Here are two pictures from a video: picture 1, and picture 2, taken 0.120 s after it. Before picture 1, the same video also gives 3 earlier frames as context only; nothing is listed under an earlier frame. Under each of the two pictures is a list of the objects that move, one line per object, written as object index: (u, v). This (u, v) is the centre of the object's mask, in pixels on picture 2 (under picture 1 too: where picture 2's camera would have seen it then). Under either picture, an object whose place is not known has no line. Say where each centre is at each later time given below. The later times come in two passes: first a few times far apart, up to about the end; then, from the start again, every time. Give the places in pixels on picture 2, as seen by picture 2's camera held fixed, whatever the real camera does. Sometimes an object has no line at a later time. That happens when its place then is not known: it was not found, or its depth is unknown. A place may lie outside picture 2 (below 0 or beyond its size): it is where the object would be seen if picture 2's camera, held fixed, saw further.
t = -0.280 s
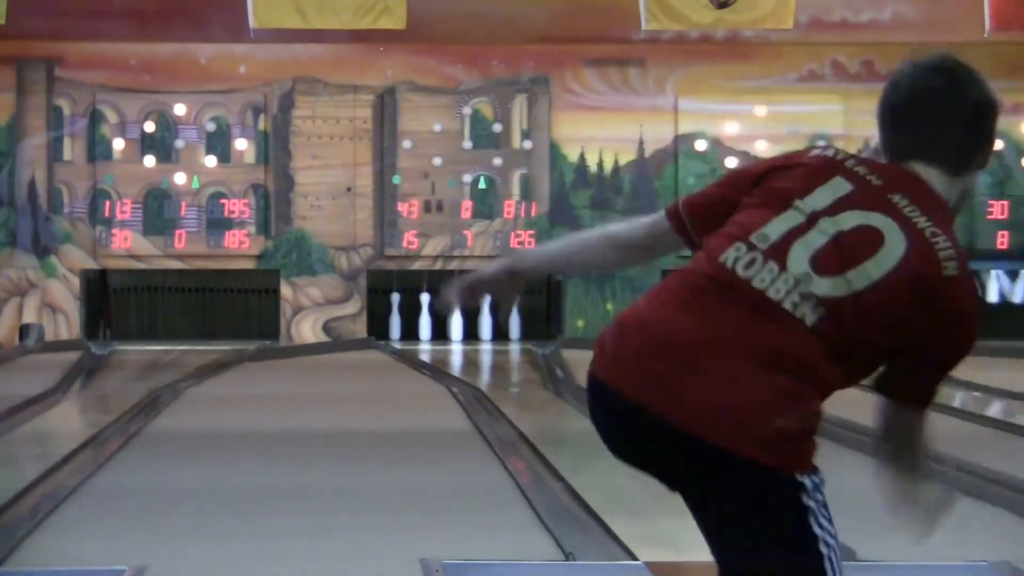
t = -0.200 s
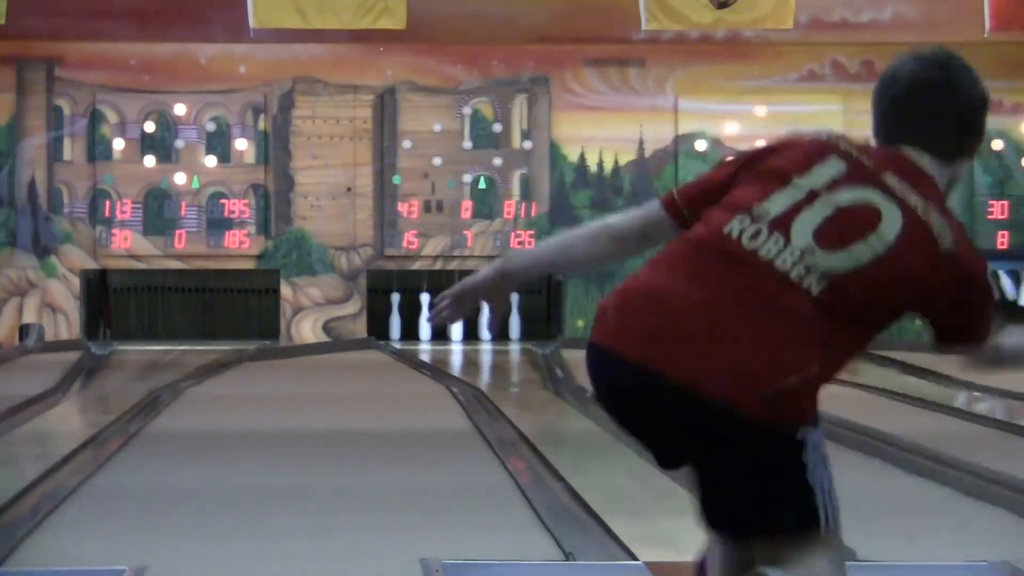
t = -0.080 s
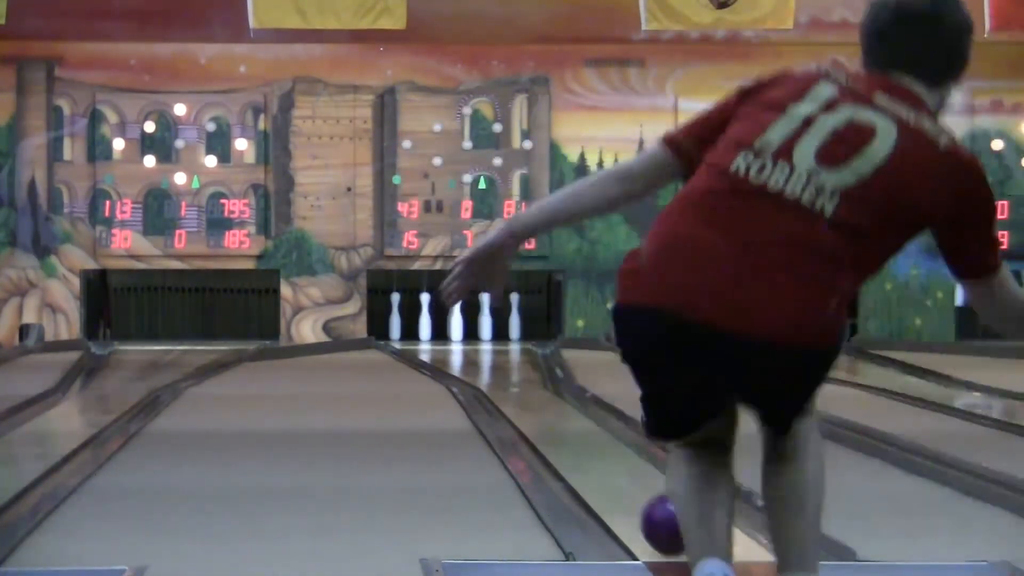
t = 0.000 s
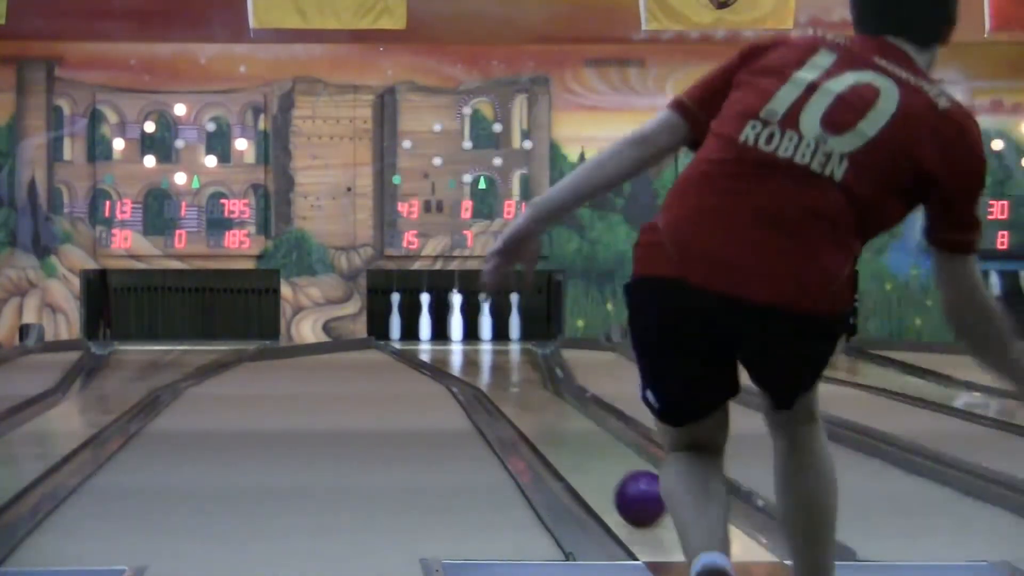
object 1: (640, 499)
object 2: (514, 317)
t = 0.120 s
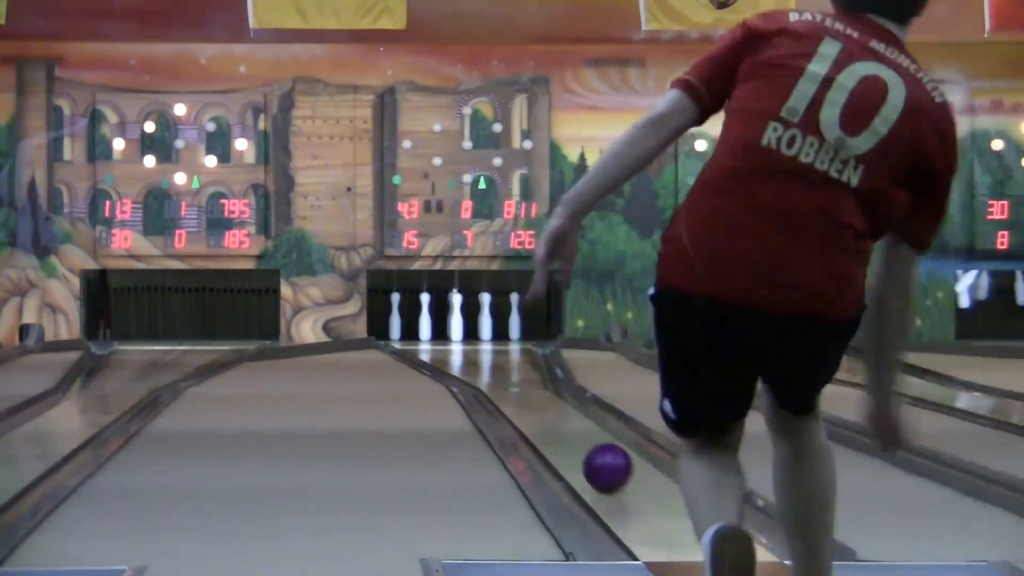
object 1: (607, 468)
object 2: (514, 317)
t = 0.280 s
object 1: (574, 438)
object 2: (514, 317)
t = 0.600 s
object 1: (531, 397)
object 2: (514, 317)
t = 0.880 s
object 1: (508, 374)
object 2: (515, 317)
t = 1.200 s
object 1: (490, 355)
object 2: (514, 317)
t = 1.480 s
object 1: (479, 344)
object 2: (514, 317)
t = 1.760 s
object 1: (469, 335)
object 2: (514, 317)
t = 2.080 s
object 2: (540, 326)
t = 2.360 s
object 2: (534, 330)
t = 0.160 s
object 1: (598, 460)
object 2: (514, 317)
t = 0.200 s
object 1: (589, 452)
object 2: (514, 317)
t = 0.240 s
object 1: (581, 445)
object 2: (514, 317)
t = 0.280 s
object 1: (574, 438)
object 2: (514, 317)
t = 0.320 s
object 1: (567, 431)
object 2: (514, 317)
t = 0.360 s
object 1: (561, 426)
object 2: (514, 317)
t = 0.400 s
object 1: (555, 420)
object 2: (514, 317)
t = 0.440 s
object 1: (549, 415)
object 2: (514, 317)
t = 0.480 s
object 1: (544, 410)
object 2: (515, 317)
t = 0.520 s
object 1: (539, 406)
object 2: (515, 317)
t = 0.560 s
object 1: (535, 401)
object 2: (514, 317)
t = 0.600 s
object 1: (531, 397)
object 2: (514, 317)
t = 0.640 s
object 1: (527, 393)
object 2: (514, 317)
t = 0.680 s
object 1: (523, 389)
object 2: (514, 317)
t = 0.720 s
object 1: (520, 386)
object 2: (514, 317)
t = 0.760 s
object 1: (517, 383)
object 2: (514, 317)
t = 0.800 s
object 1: (514, 380)
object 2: (514, 317)
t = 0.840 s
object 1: (511, 377)
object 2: (514, 317)
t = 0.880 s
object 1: (508, 374)
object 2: (515, 317)
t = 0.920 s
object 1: (505, 371)
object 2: (515, 317)
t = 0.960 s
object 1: (503, 369)
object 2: (515, 317)
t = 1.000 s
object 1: (501, 366)
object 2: (514, 317)
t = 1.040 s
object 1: (498, 364)
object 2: (514, 317)
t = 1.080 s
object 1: (496, 361)
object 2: (514, 317)
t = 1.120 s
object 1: (494, 359)
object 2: (514, 317)
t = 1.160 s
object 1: (492, 357)
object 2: (514, 317)
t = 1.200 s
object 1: (490, 355)
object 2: (514, 317)
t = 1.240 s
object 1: (489, 353)
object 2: (514, 317)
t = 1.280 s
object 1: (487, 352)
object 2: (514, 317)
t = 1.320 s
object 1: (485, 350)
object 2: (514, 317)
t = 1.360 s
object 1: (483, 348)
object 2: (514, 317)
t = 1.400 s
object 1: (482, 346)
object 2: (514, 317)
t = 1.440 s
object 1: (480, 345)
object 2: (514, 317)
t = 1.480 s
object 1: (479, 344)
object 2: (514, 317)
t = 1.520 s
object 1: (477, 342)
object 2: (514, 317)
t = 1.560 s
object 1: (476, 341)
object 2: (514, 317)
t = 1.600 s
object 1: (474, 339)
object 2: (514, 317)
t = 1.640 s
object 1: (472, 337)
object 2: (514, 317)
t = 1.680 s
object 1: (471, 336)
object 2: (514, 317)
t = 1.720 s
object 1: (470, 335)
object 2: (514, 317)
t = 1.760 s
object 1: (469, 335)
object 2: (514, 317)
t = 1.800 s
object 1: (468, 333)
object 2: (515, 317)
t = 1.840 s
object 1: (470, 333)
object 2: (515, 317)
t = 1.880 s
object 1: (474, 332)
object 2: (514, 317)
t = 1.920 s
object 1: (474, 332)
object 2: (520, 318)
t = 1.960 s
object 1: (473, 332)
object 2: (531, 317)
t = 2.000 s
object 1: (474, 332)
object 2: (538, 317)
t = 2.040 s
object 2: (538, 320)
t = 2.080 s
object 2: (540, 326)
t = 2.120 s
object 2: (540, 330)
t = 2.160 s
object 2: (539, 331)
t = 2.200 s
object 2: (538, 330)
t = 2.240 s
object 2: (537, 330)
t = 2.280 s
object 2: (537, 332)
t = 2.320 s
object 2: (535, 330)
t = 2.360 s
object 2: (534, 330)
